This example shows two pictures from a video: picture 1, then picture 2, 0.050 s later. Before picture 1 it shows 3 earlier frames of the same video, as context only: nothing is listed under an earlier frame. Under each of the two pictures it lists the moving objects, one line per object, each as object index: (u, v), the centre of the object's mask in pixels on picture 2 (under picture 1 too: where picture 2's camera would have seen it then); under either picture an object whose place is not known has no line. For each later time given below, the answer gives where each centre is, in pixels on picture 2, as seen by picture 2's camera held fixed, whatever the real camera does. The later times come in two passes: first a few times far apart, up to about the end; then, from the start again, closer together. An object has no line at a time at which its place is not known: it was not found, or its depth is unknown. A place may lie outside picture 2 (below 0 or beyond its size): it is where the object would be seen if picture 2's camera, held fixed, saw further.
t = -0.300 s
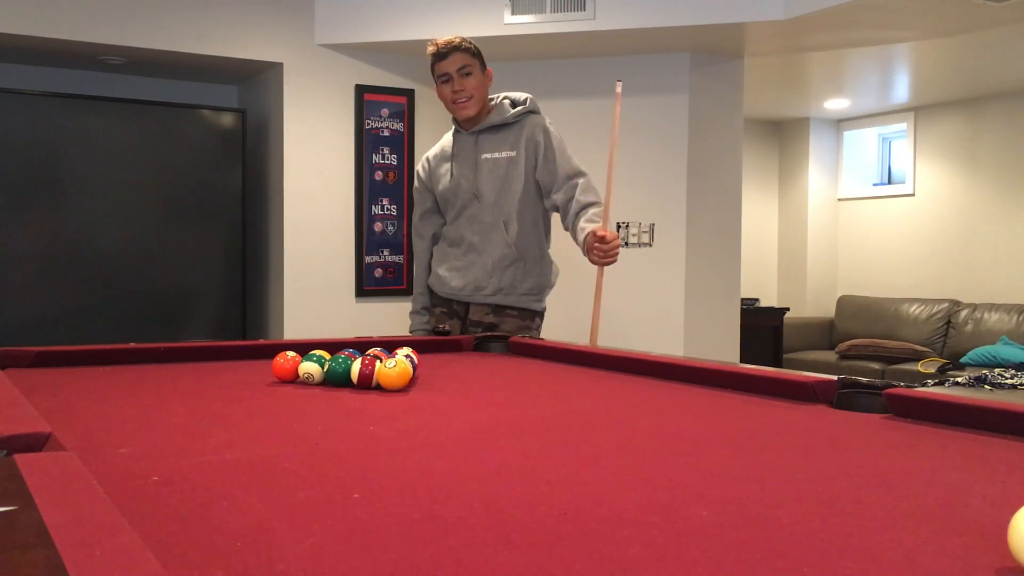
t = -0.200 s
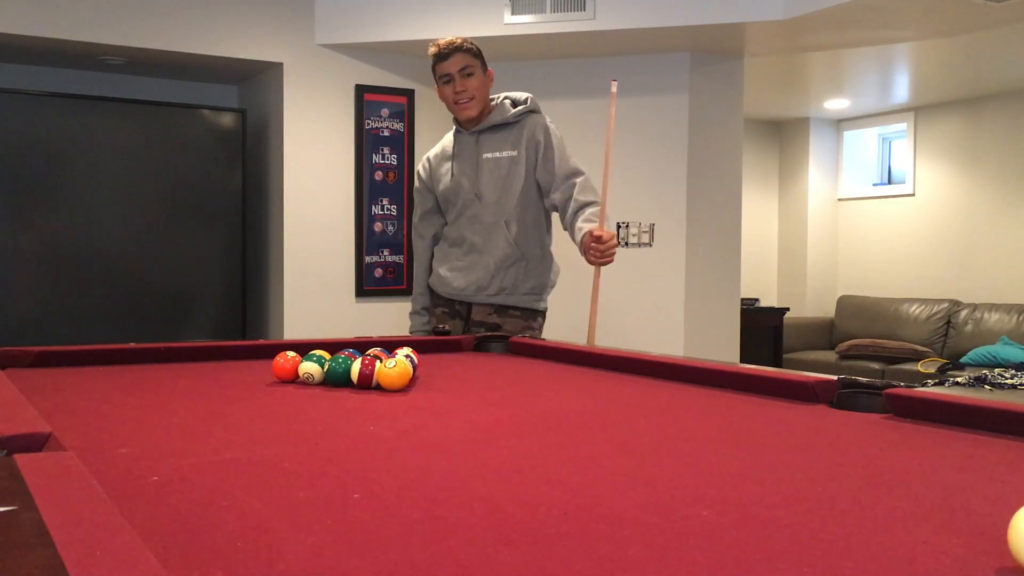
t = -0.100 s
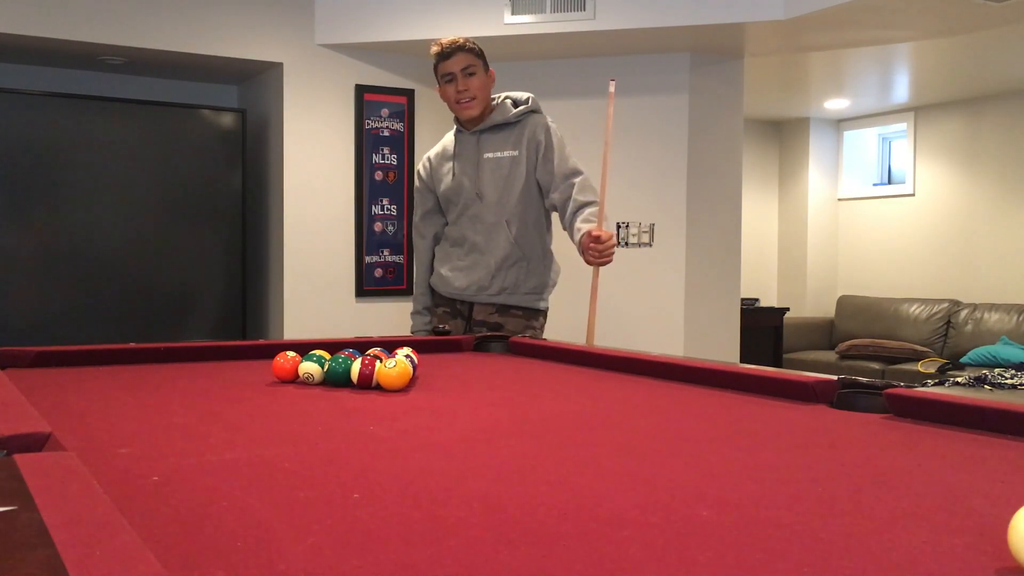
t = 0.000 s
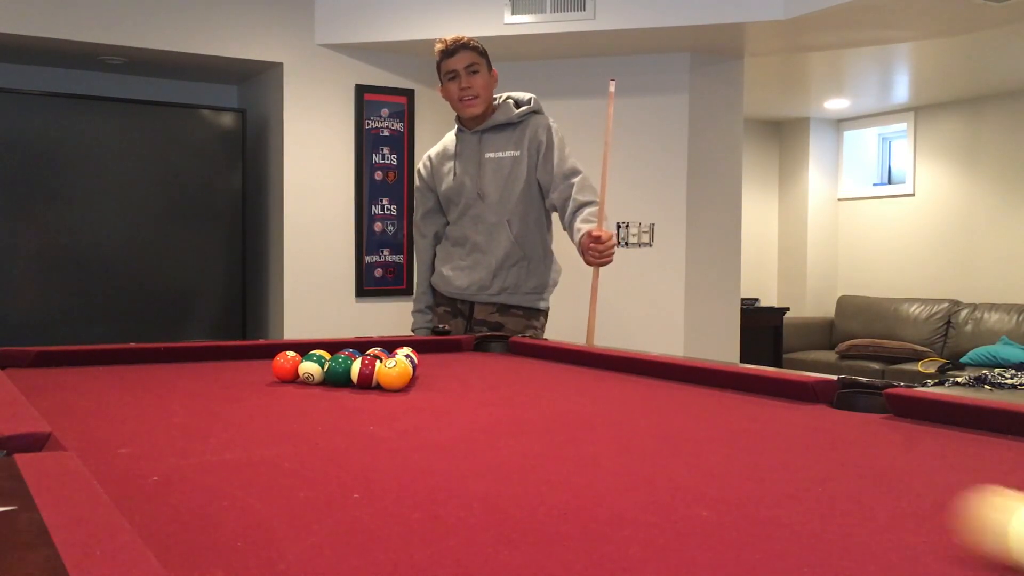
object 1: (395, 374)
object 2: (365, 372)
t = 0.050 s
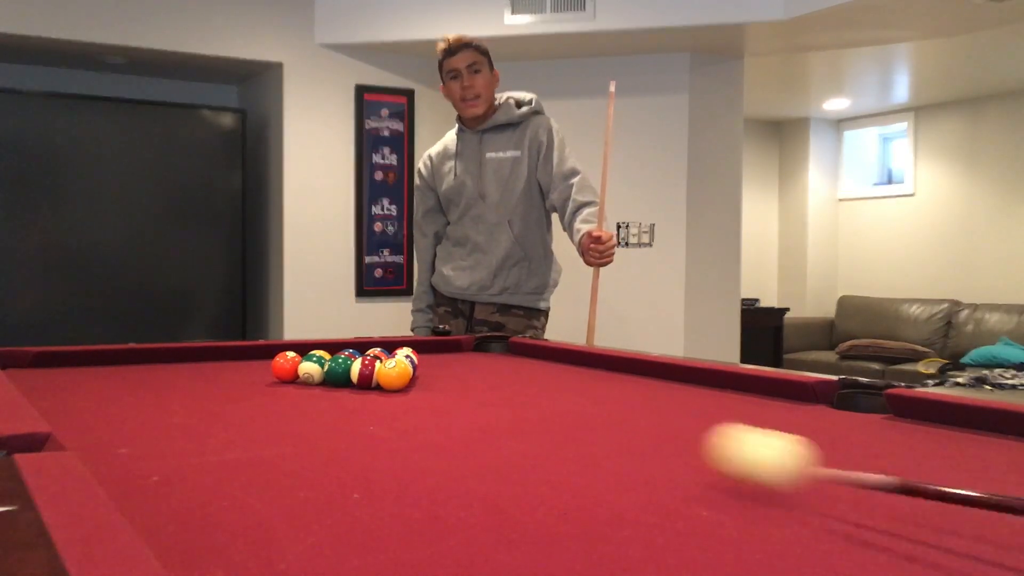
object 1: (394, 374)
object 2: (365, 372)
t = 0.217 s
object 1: (392, 371)
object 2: (359, 373)
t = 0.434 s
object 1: (484, 370)
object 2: (229, 397)
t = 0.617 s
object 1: (538, 377)
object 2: (106, 420)
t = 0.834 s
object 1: (610, 378)
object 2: (179, 432)
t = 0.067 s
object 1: (395, 374)
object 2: (365, 372)
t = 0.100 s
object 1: (395, 374)
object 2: (365, 371)
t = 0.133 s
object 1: (395, 374)
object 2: (365, 372)
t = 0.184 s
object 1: (394, 374)
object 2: (365, 372)
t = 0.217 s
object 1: (392, 371)
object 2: (359, 373)
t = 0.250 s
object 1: (404, 373)
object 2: (337, 377)
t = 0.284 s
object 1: (415, 371)
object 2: (318, 381)
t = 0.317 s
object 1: (425, 370)
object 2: (299, 385)
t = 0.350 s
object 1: (440, 366)
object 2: (280, 389)
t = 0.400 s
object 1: (466, 364)
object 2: (250, 394)
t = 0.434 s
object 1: (484, 370)
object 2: (229, 397)
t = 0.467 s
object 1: (494, 372)
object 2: (208, 401)
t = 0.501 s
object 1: (504, 374)
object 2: (190, 404)
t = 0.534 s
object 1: (513, 375)
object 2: (166, 409)
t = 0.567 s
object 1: (522, 376)
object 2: (141, 413)
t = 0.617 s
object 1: (538, 377)
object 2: (106, 420)
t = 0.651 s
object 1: (549, 377)
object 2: (80, 425)
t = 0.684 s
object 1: (560, 377)
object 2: (84, 430)
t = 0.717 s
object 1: (571, 377)
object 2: (108, 428)
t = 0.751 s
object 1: (583, 377)
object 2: (131, 428)
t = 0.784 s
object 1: (594, 377)
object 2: (150, 429)
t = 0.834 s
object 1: (610, 378)
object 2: (179, 432)
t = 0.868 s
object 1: (621, 378)
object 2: (196, 433)
